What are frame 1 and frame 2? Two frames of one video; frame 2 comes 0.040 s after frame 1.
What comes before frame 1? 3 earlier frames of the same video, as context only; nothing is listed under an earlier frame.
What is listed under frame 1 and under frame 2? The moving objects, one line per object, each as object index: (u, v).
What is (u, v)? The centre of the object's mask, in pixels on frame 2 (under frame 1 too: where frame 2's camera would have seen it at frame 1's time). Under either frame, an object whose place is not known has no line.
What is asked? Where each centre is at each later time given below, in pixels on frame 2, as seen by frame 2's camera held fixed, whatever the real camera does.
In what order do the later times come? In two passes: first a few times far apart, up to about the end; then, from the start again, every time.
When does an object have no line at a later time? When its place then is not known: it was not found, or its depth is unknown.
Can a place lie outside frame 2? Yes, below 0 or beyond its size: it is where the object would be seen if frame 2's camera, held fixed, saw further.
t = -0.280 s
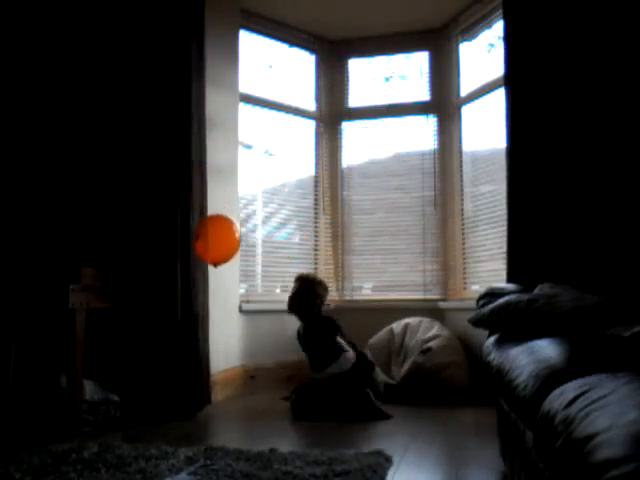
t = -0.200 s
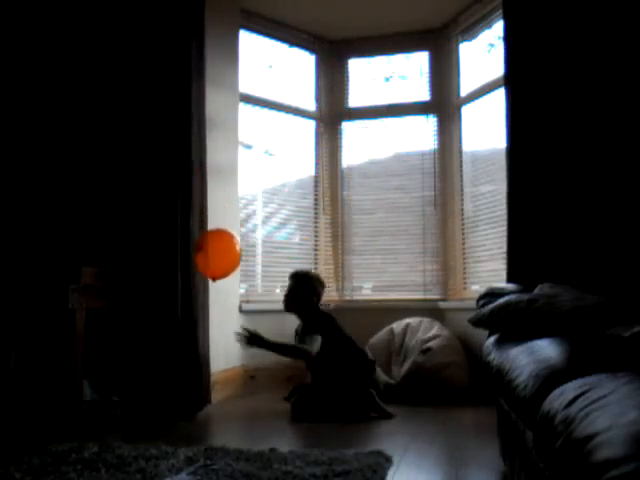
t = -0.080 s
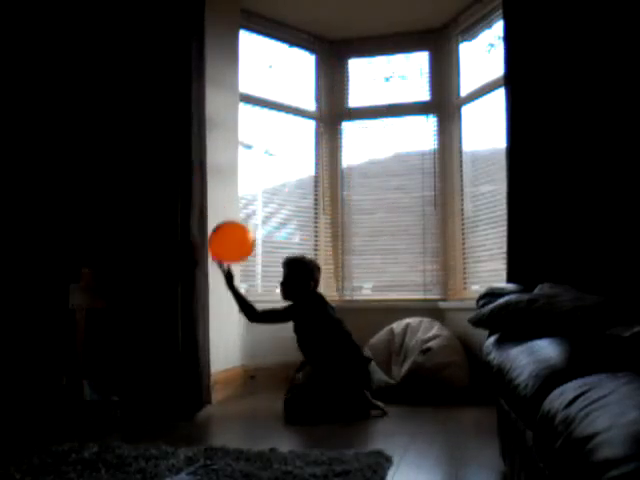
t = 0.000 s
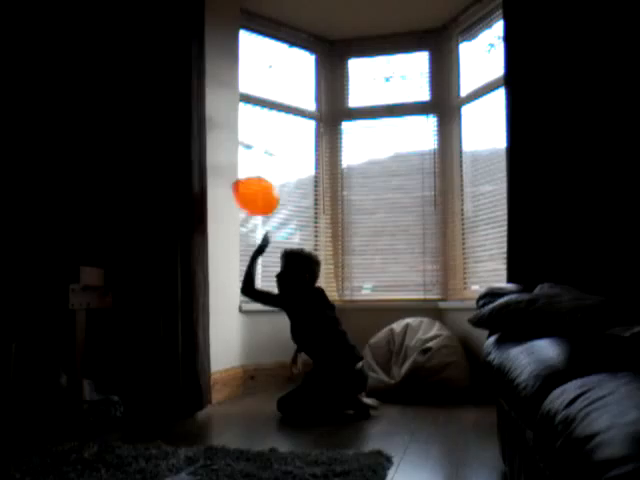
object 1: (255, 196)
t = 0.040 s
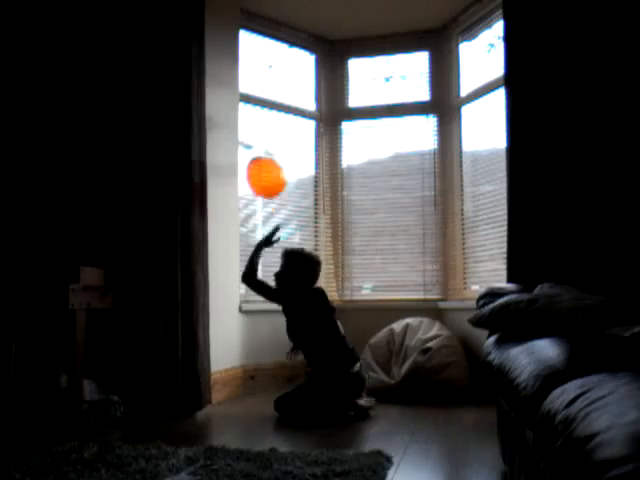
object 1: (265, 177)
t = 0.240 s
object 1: (303, 114)
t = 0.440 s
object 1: (327, 93)
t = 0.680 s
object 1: (339, 93)
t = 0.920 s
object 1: (348, 109)
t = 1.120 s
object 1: (352, 130)
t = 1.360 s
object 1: (355, 170)
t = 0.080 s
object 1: (273, 160)
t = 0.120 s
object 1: (281, 146)
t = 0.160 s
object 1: (289, 133)
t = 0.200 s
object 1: (296, 123)
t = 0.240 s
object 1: (303, 114)
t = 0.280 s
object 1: (309, 107)
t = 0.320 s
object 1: (315, 101)
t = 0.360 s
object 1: (320, 98)
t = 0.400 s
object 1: (324, 95)
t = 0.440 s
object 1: (327, 93)
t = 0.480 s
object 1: (329, 91)
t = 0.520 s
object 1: (331, 91)
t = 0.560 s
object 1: (333, 91)
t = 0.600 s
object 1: (335, 91)
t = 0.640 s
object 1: (337, 92)
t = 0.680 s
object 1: (339, 93)
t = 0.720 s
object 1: (341, 95)
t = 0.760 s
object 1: (343, 98)
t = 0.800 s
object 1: (344, 100)
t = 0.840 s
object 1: (346, 102)
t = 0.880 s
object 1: (346, 105)
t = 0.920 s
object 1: (348, 109)
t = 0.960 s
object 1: (349, 113)
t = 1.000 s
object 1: (350, 116)
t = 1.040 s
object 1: (351, 121)
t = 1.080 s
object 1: (352, 125)
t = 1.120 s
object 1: (352, 130)
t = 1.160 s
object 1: (353, 135)
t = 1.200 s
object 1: (353, 142)
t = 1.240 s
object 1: (354, 149)
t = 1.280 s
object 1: (354, 155)
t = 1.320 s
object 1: (354, 163)
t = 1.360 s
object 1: (355, 170)
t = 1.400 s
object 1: (355, 177)
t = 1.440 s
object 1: (355, 185)
